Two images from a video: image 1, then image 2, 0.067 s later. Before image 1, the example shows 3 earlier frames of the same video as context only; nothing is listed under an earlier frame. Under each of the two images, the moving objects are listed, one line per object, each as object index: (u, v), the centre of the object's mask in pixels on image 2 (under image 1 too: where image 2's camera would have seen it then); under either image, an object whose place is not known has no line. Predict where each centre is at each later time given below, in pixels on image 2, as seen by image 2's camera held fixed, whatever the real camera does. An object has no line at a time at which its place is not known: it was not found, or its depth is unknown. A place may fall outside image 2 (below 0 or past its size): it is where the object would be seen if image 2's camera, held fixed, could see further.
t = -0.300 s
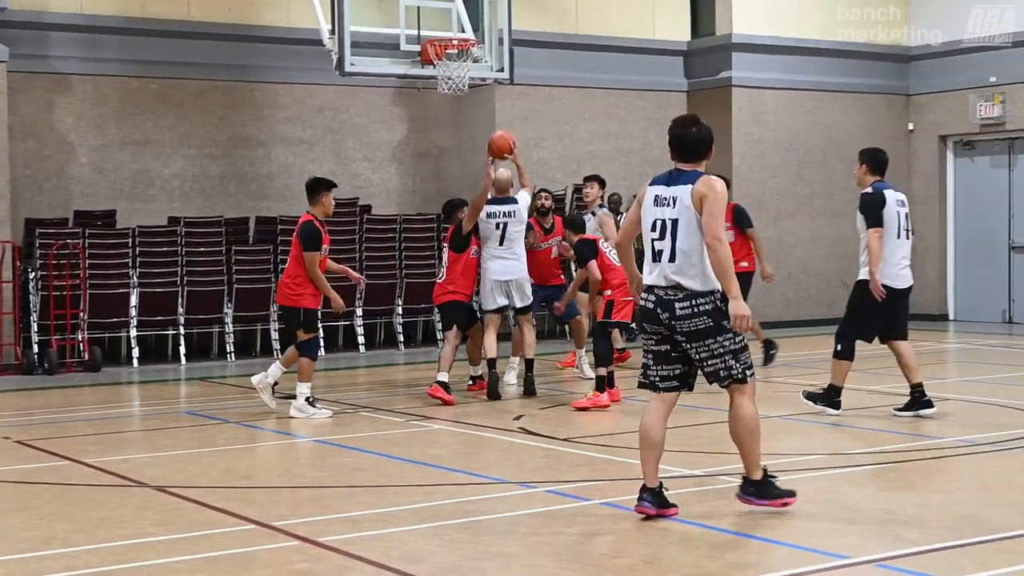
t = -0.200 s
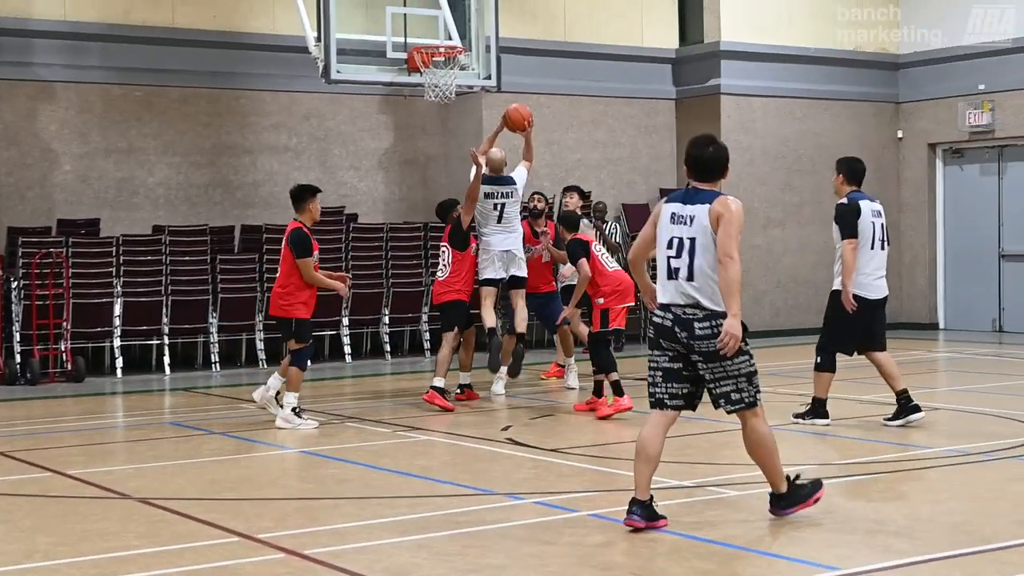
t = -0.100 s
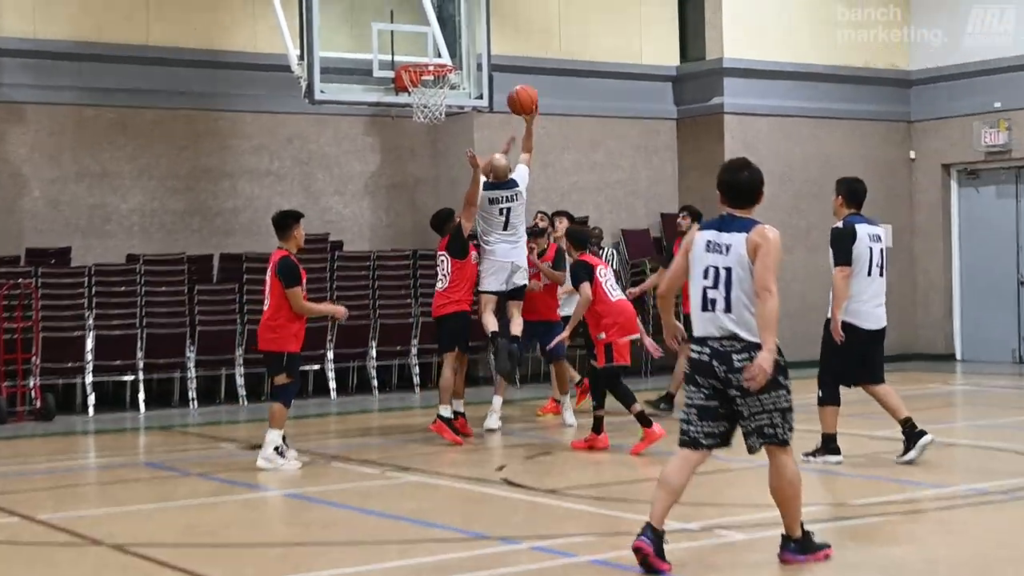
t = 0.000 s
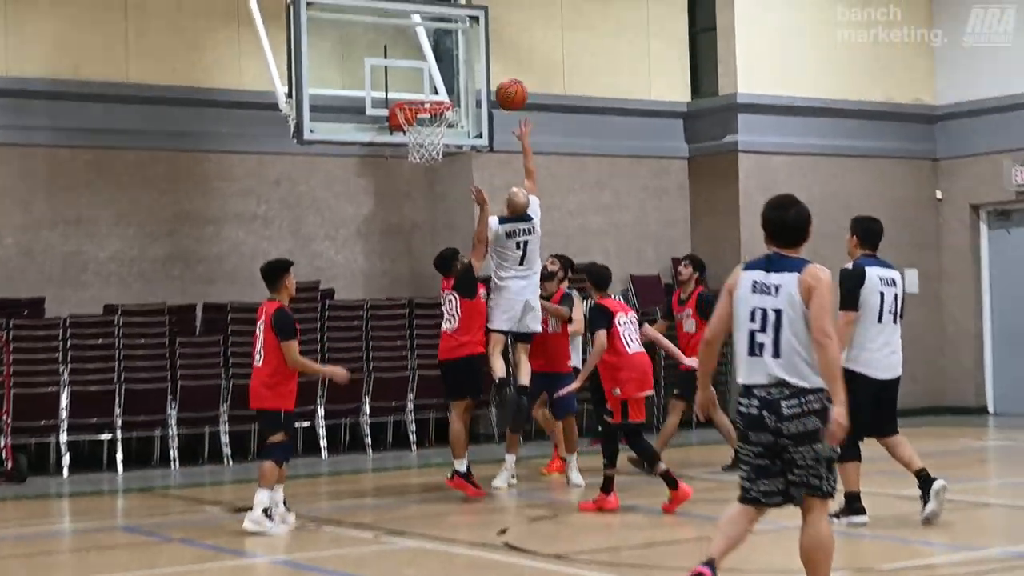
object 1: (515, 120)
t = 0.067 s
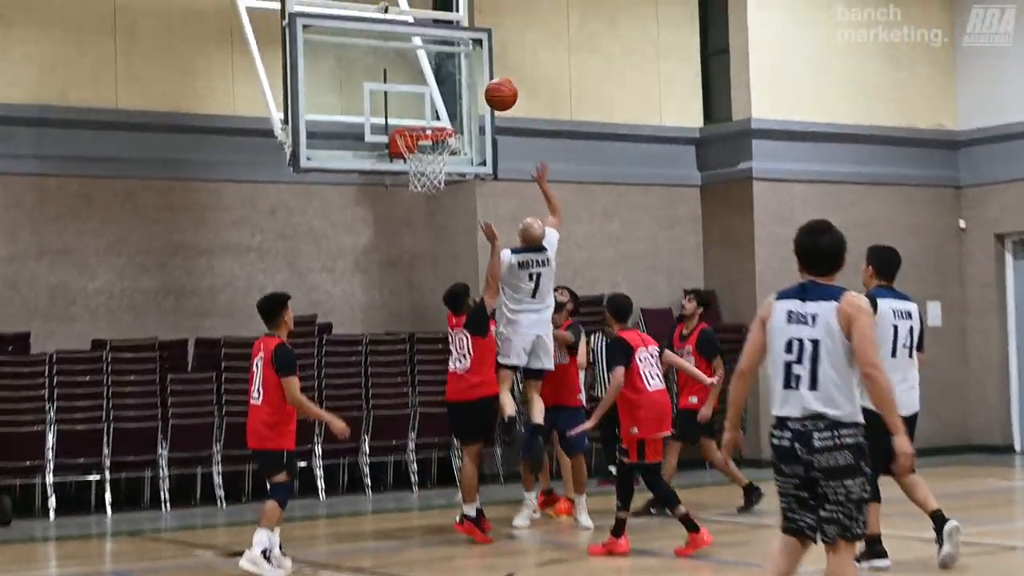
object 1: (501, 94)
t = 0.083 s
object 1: (497, 89)
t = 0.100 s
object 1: (493, 83)
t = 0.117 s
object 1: (490, 78)
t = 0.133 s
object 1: (486, 75)
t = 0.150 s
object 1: (483, 71)
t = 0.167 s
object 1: (479, 68)
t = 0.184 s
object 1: (476, 65)
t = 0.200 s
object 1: (472, 62)
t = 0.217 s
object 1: (468, 60)
